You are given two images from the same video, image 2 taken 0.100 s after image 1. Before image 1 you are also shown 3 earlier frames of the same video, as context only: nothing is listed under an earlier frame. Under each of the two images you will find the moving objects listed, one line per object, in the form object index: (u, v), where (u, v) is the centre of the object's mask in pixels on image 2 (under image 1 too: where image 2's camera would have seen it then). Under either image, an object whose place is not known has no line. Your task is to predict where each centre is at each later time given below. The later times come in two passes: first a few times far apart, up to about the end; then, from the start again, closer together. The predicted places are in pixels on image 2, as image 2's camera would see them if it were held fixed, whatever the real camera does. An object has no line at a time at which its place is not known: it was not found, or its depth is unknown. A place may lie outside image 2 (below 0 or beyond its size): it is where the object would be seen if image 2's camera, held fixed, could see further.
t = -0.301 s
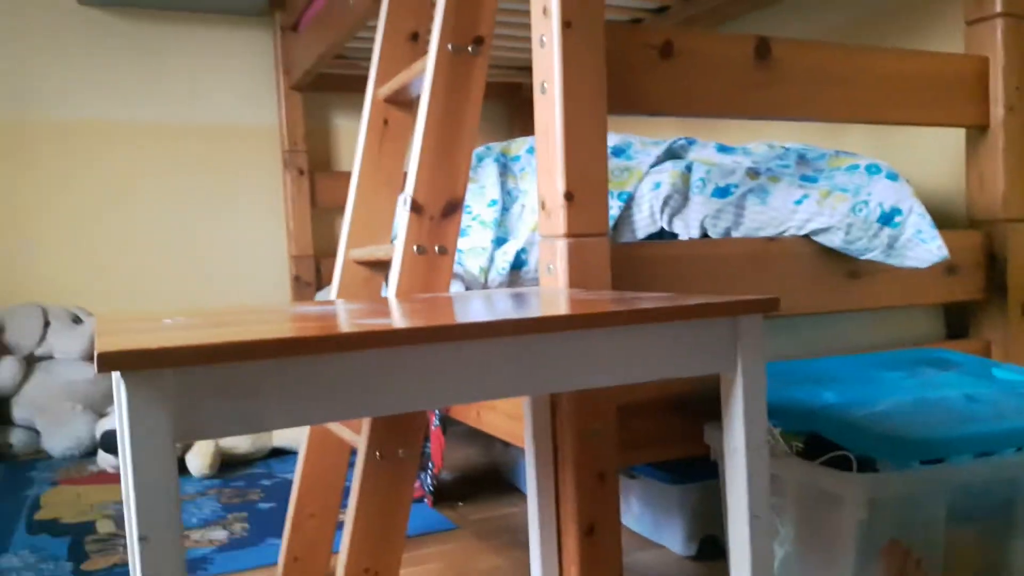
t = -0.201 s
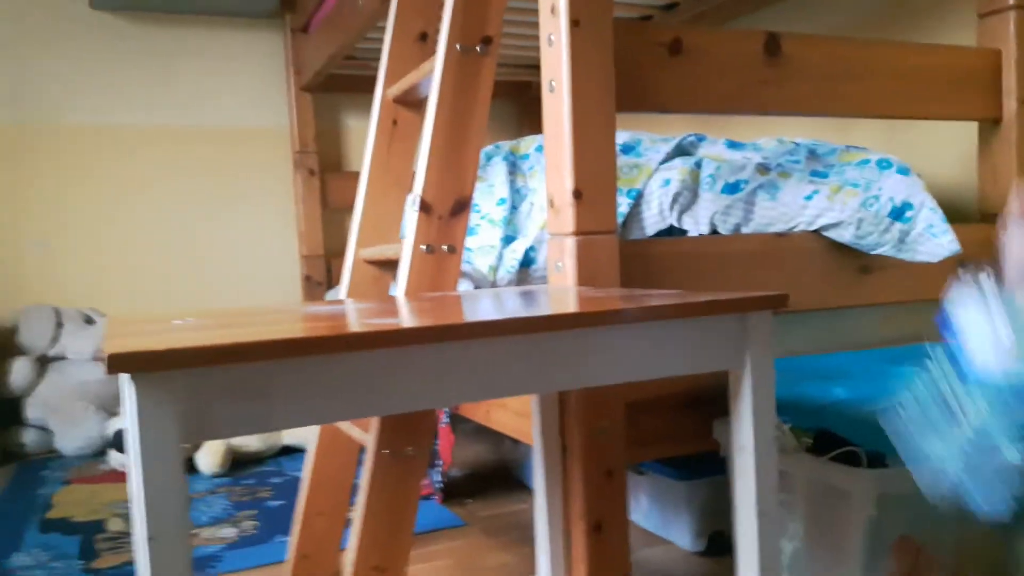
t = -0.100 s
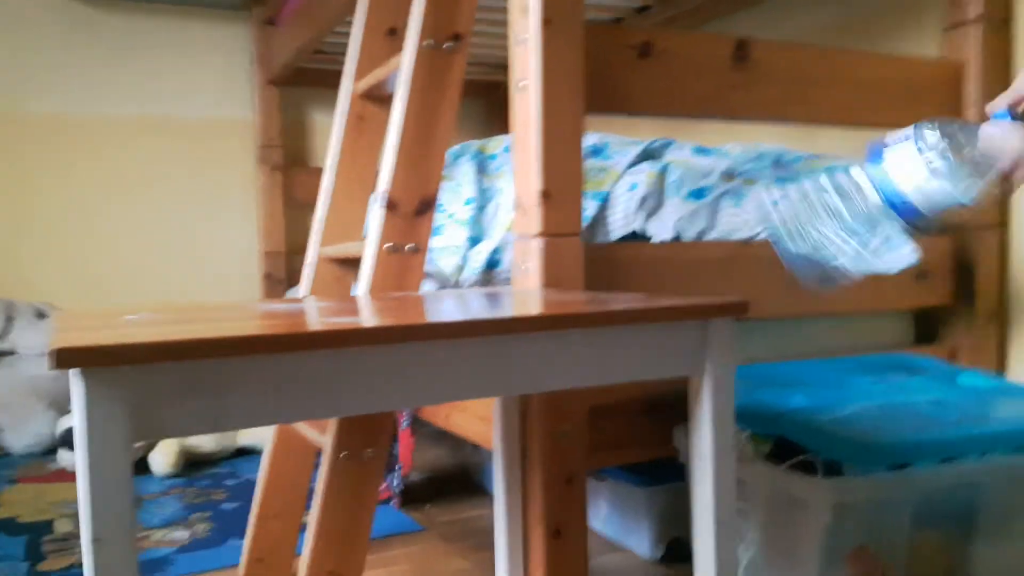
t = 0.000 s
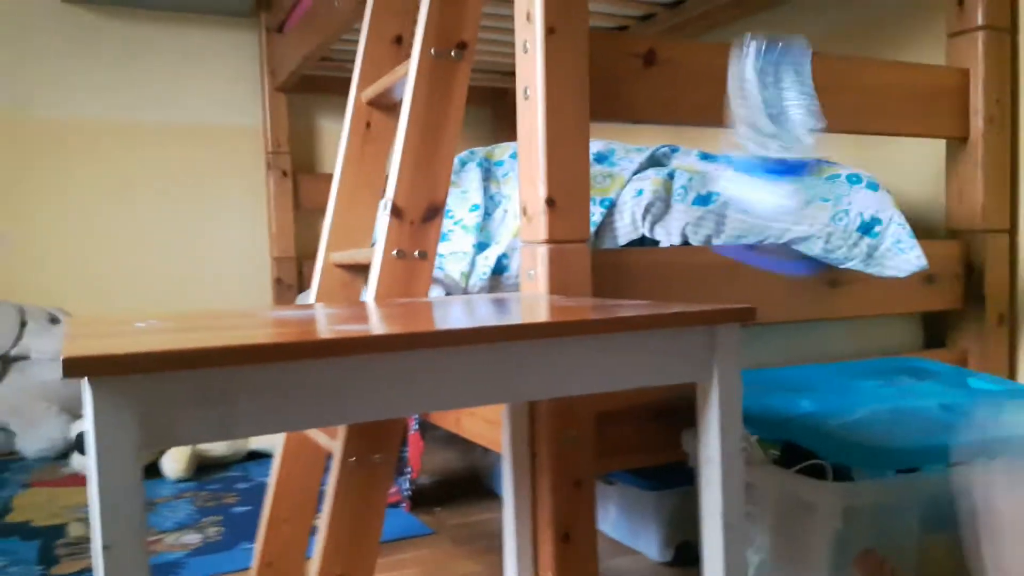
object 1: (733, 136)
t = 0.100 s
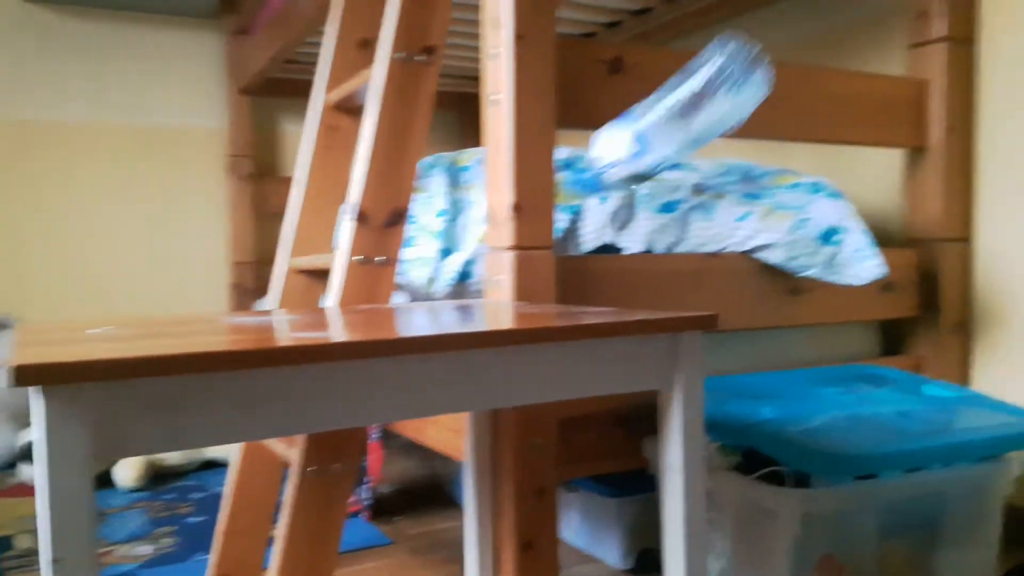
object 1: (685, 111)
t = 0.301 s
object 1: (586, 276)
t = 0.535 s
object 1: (529, 283)
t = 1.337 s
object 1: (406, 290)
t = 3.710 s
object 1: (304, 294)
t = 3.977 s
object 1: (299, 297)
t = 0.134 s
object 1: (659, 143)
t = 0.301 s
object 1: (586, 276)
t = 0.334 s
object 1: (573, 281)
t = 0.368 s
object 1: (563, 284)
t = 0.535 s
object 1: (529, 283)
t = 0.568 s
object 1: (521, 283)
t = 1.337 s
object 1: (406, 290)
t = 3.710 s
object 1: (304, 294)
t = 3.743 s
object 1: (303, 294)
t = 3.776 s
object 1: (303, 294)
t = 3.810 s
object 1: (301, 293)
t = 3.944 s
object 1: (299, 297)
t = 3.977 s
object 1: (299, 297)
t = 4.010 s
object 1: (299, 297)
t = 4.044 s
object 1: (299, 297)
